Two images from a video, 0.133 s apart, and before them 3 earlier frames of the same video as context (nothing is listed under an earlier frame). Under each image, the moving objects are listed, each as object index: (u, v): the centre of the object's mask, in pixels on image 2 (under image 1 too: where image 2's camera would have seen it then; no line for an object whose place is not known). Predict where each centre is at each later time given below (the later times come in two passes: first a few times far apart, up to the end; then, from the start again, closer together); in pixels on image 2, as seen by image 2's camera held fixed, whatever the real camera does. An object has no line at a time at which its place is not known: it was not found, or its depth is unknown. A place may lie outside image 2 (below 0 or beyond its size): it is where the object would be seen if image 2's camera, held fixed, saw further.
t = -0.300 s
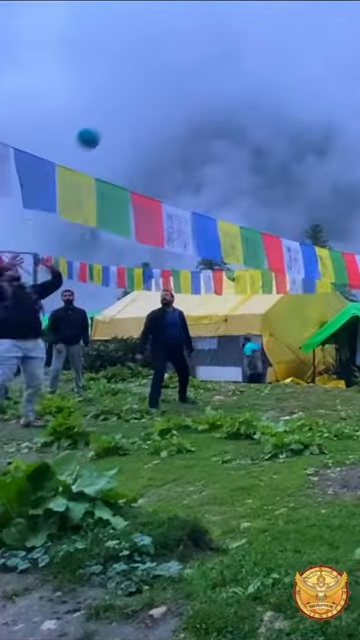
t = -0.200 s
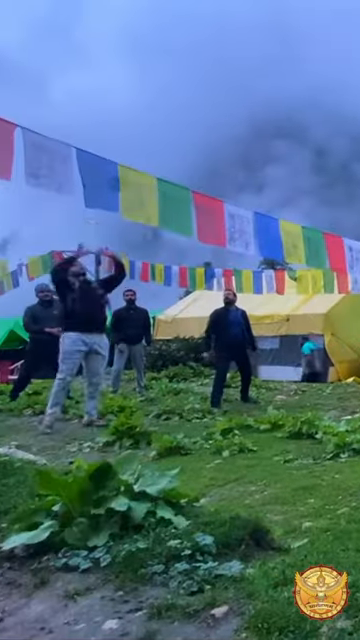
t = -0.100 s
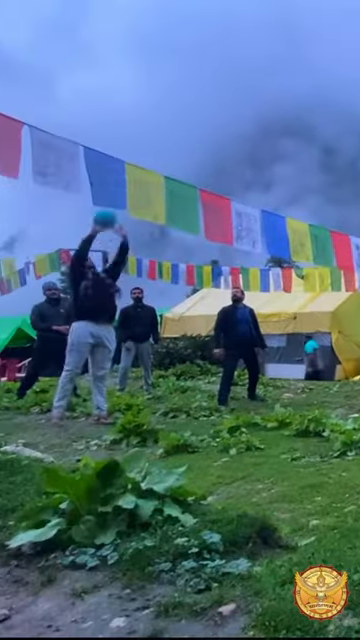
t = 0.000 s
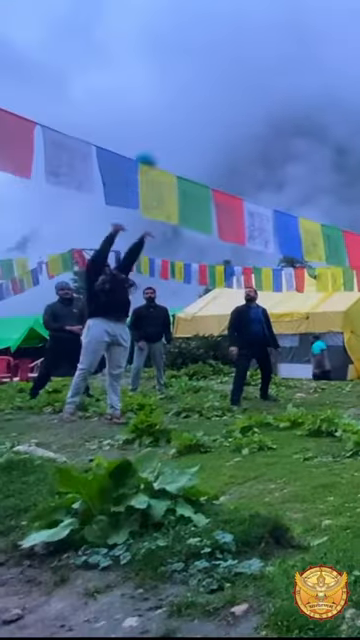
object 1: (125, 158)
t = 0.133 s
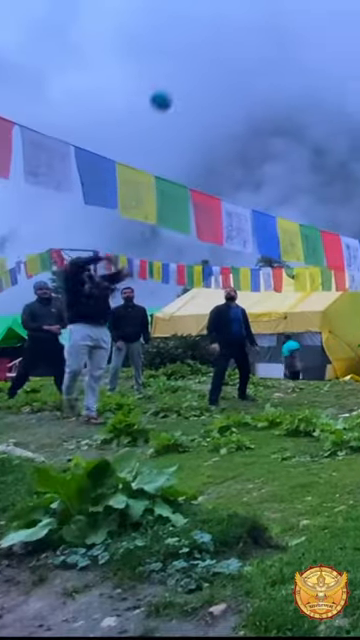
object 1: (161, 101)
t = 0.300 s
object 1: (208, 45)
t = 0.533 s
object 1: (271, 13)
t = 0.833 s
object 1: (358, 36)
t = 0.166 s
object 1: (170, 88)
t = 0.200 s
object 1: (180, 76)
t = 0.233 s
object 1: (190, 64)
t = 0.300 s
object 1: (208, 45)
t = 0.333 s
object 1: (218, 38)
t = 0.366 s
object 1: (227, 32)
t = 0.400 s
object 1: (235, 27)
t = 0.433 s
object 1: (245, 23)
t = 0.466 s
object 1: (253, 19)
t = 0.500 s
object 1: (263, 16)
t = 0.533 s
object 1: (271, 13)
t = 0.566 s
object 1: (280, 11)
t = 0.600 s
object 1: (289, 10)
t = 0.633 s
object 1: (299, 10)
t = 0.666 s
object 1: (308, 11)
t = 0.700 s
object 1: (318, 14)
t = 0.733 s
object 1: (328, 18)
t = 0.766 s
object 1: (338, 23)
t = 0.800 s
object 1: (348, 29)
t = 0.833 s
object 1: (358, 36)
